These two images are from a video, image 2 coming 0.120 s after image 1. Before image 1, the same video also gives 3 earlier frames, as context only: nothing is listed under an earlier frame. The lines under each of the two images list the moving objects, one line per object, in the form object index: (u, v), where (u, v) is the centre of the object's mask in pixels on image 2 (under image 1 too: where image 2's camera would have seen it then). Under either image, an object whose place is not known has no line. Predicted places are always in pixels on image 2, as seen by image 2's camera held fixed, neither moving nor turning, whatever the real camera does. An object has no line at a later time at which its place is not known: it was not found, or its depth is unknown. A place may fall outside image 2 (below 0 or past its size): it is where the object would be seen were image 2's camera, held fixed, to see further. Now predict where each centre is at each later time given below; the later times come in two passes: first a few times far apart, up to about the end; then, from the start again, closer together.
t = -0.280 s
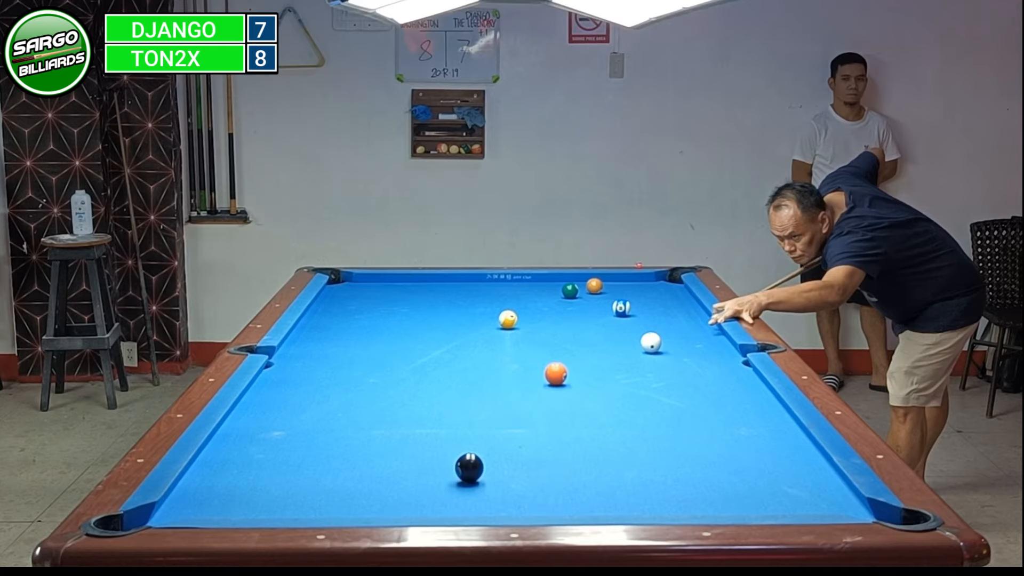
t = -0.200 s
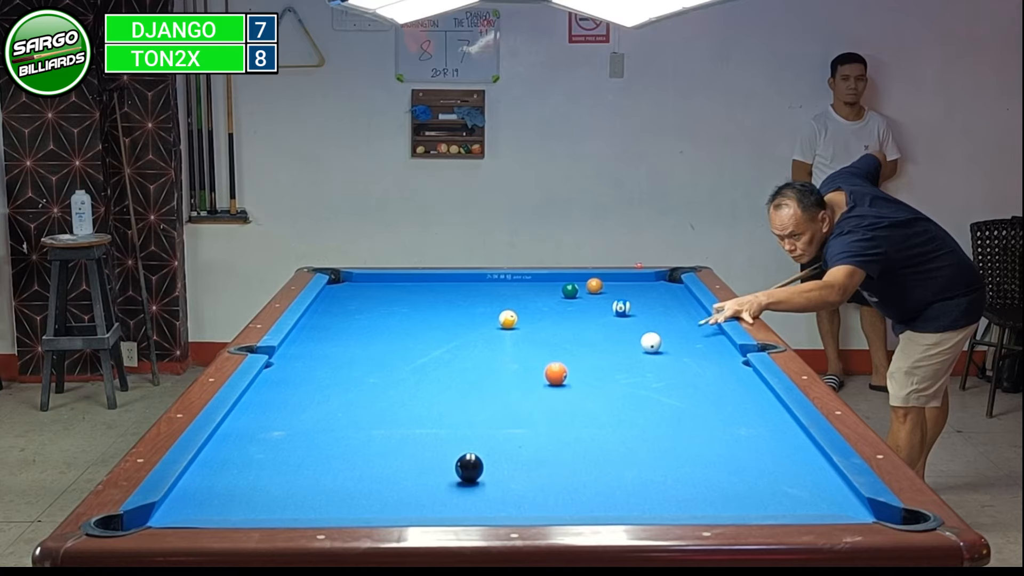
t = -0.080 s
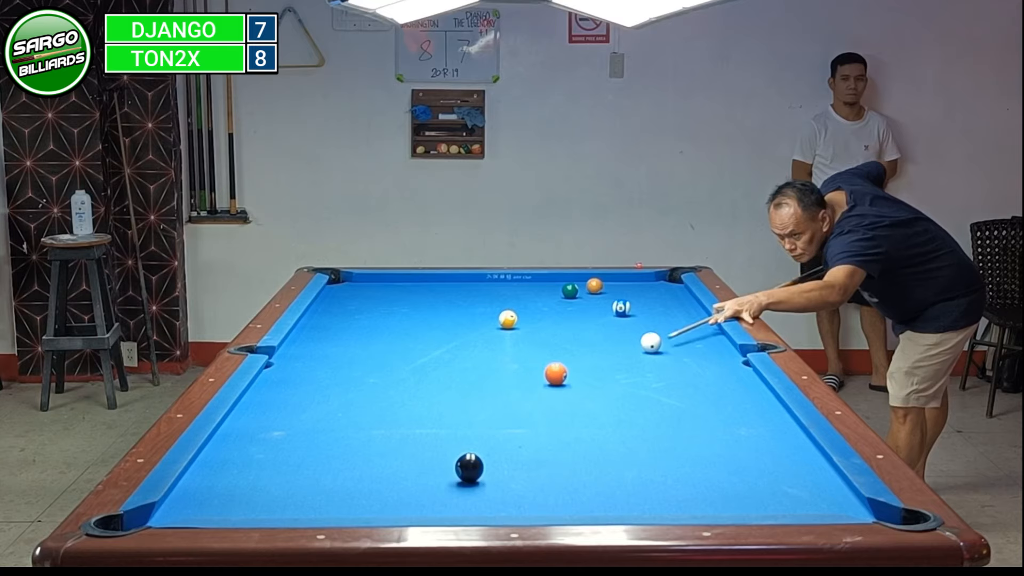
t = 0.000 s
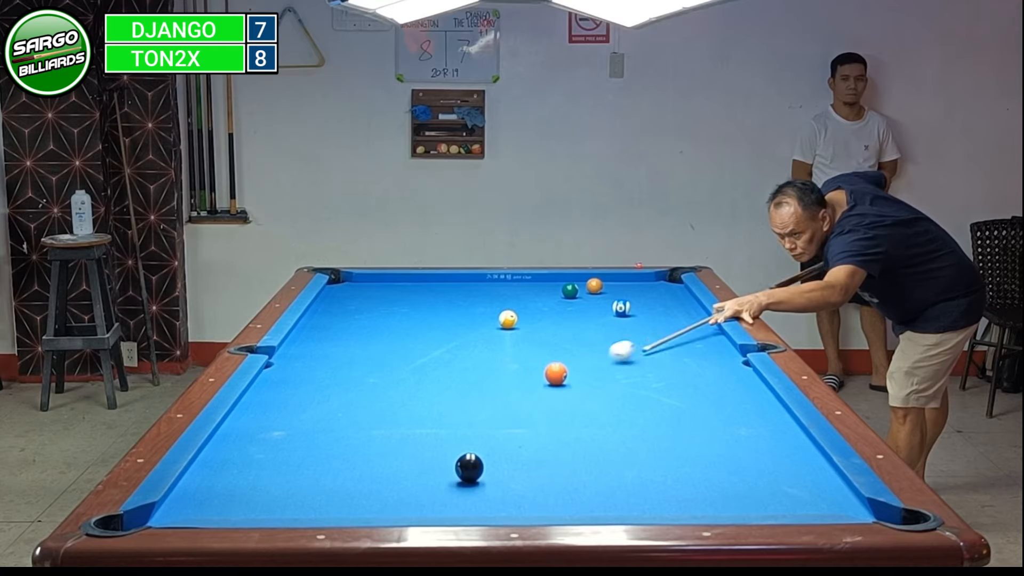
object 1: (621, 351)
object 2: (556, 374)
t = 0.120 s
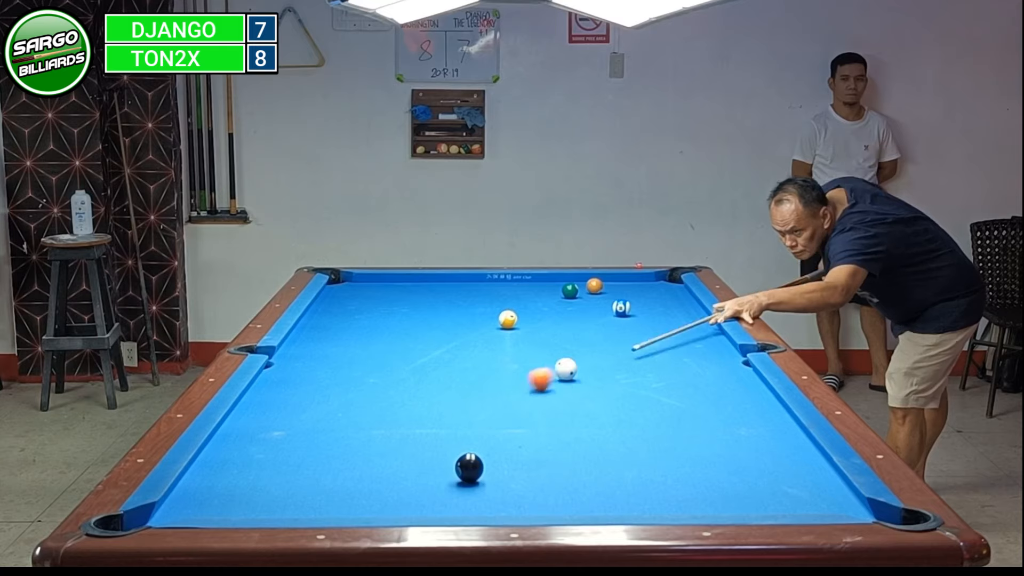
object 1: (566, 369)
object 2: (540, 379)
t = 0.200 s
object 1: (562, 368)
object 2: (493, 397)
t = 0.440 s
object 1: (552, 367)
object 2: (359, 448)
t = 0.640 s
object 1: (546, 366)
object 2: (223, 499)
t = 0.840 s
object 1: (540, 365)
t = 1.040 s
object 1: (536, 365)
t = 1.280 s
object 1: (532, 364)
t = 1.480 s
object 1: (530, 364)
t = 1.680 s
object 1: (530, 364)
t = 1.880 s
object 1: (530, 364)
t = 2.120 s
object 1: (530, 364)
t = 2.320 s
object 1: (530, 364)
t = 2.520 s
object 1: (530, 364)
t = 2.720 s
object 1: (530, 364)
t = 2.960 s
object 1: (530, 364)
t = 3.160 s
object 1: (530, 364)
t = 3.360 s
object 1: (530, 364)
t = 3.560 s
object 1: (530, 364)
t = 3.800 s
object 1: (530, 364)
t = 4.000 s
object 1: (530, 364)
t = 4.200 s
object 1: (530, 364)
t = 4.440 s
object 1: (530, 364)
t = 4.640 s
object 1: (530, 364)
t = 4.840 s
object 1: (530, 364)
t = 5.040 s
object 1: (528, 363)
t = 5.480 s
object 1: (530, 364)
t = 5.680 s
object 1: (530, 364)
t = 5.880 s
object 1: (530, 364)
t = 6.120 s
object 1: (530, 364)
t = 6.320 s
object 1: (530, 364)
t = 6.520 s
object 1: (530, 364)
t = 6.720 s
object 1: (530, 364)
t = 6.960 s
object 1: (530, 364)
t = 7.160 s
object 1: (530, 364)
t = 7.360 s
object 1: (530, 364)
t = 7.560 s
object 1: (530, 364)
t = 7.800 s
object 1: (530, 364)
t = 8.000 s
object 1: (530, 364)
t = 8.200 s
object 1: (530, 364)
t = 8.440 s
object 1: (530, 364)
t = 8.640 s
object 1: (530, 364)
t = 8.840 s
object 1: (530, 364)
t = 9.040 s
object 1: (530, 364)
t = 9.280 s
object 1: (530, 364)
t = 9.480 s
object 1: (530, 364)
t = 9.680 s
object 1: (530, 364)
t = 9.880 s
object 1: (530, 364)
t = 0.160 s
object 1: (564, 369)
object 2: (522, 386)
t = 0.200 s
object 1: (562, 368)
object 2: (493, 397)
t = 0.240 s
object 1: (560, 368)
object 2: (474, 404)
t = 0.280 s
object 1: (559, 368)
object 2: (455, 411)
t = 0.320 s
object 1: (557, 368)
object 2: (427, 422)
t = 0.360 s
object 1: (556, 368)
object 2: (408, 429)
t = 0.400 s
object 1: (554, 367)
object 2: (389, 437)
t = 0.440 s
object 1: (552, 367)
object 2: (359, 448)
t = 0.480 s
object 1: (551, 367)
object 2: (339, 456)
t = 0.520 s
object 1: (549, 367)
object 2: (306, 468)
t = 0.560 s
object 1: (548, 367)
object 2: (283, 477)
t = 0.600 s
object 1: (547, 366)
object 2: (260, 485)
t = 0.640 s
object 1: (546, 366)
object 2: (223, 499)
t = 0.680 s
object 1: (545, 366)
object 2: (197, 505)
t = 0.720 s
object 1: (544, 366)
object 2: (169, 513)
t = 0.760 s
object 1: (542, 366)
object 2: (128, 526)
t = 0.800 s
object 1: (541, 366)
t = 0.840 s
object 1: (540, 365)
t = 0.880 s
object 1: (539, 365)
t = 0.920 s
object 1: (538, 365)
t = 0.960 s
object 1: (538, 365)
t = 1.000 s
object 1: (537, 365)
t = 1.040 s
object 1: (536, 365)
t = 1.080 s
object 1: (535, 365)
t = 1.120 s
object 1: (535, 365)
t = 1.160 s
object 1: (534, 364)
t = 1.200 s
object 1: (533, 364)
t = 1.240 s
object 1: (533, 364)
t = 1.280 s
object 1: (532, 364)
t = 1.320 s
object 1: (532, 364)
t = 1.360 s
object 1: (532, 364)
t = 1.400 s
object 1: (531, 364)
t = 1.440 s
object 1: (531, 364)
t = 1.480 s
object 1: (530, 364)
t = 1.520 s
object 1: (530, 364)
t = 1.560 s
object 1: (530, 364)
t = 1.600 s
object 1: (530, 364)
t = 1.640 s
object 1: (530, 364)
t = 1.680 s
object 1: (530, 364)
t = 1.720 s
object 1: (530, 364)
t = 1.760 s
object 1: (530, 364)
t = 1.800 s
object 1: (530, 364)
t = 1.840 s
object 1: (530, 364)
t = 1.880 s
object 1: (530, 364)
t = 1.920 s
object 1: (530, 364)
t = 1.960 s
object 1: (530, 364)
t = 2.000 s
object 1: (530, 364)
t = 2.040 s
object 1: (530, 364)
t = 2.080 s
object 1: (530, 364)
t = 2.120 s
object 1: (530, 364)
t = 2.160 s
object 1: (530, 364)
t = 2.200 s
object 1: (530, 364)
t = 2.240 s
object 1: (530, 364)
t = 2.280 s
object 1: (530, 364)
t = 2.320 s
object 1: (530, 364)
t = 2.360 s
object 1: (530, 364)
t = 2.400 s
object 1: (530, 364)
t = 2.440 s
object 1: (530, 364)
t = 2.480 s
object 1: (530, 364)
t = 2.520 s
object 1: (530, 364)
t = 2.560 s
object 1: (530, 364)
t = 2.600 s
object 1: (530, 364)
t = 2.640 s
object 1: (530, 364)
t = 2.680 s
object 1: (530, 364)
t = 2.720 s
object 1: (530, 364)
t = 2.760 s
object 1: (530, 364)
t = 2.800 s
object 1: (530, 364)
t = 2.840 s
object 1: (530, 364)
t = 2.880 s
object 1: (530, 364)
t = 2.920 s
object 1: (530, 364)
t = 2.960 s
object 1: (530, 364)
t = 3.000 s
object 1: (530, 364)
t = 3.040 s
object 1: (530, 364)
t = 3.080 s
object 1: (530, 364)
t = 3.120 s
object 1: (530, 364)
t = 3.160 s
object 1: (530, 364)
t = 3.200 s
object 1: (530, 364)
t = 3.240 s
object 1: (530, 364)
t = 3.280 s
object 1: (530, 364)
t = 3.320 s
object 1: (530, 364)
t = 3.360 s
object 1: (530, 364)
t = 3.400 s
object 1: (530, 364)
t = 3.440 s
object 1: (530, 364)
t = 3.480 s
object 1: (530, 364)
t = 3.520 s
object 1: (530, 364)
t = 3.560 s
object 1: (530, 364)
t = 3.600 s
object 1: (530, 364)
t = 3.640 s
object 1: (530, 364)
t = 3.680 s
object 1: (530, 364)
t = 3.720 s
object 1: (530, 364)
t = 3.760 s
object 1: (530, 364)
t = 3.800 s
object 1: (530, 364)
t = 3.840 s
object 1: (530, 364)
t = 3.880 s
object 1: (530, 364)
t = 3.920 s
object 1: (530, 364)
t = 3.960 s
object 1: (530, 364)
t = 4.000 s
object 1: (530, 364)
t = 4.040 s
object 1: (530, 364)
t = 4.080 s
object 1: (530, 364)
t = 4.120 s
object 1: (530, 364)
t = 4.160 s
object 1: (530, 364)
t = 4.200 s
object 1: (530, 364)
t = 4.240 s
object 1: (530, 364)
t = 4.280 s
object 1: (530, 364)
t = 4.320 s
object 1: (530, 364)
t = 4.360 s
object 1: (530, 364)
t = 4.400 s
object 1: (530, 364)
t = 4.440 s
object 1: (530, 364)
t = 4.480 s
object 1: (530, 364)
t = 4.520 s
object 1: (530, 364)
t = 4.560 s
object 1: (530, 364)
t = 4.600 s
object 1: (530, 364)
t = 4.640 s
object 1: (530, 364)
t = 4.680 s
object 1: (530, 364)
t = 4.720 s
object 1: (530, 364)
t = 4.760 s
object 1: (530, 364)
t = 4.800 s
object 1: (529, 364)
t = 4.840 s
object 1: (530, 364)
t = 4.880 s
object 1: (530, 364)
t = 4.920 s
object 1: (530, 364)
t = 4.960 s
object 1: (530, 364)
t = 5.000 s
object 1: (530, 364)
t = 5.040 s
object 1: (528, 363)
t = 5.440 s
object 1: (536, 362)
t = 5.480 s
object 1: (530, 364)
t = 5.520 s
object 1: (530, 364)
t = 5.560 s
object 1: (530, 364)
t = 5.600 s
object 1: (530, 364)
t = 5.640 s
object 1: (530, 364)
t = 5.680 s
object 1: (530, 364)
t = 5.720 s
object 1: (530, 364)
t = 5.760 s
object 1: (530, 364)
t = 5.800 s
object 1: (530, 364)
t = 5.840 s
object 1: (530, 364)
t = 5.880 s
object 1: (530, 364)
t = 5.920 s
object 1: (530, 364)
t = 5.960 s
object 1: (530, 364)
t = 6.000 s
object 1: (530, 364)
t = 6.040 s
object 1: (530, 364)
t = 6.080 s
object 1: (530, 364)
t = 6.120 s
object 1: (530, 364)
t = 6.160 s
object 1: (530, 364)
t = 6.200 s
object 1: (530, 364)
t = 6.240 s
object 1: (530, 364)
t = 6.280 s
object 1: (530, 364)
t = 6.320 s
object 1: (530, 364)
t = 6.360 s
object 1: (530, 364)
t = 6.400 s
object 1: (530, 364)
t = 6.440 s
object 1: (530, 364)
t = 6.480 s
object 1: (530, 364)
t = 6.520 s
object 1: (530, 364)
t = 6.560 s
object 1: (530, 364)
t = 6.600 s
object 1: (530, 364)
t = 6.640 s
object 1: (530, 364)
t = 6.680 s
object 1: (530, 364)
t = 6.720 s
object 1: (530, 364)
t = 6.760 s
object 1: (530, 364)
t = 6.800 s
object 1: (530, 364)
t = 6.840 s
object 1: (530, 364)
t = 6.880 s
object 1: (530, 364)
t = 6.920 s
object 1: (530, 364)
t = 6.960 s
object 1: (530, 364)
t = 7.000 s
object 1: (530, 364)
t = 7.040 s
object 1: (530, 364)
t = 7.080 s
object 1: (530, 364)
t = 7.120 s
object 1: (530, 364)
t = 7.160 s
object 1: (530, 364)
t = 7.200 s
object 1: (530, 364)
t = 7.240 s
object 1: (530, 364)
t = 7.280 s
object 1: (530, 364)
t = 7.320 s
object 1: (530, 364)
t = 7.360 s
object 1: (530, 364)
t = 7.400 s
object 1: (530, 364)
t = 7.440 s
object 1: (530, 364)
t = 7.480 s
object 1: (530, 364)
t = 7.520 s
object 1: (530, 364)
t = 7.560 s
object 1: (530, 364)
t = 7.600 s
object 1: (530, 364)
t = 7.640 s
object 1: (530, 364)
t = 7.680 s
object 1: (530, 364)
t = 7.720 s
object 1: (530, 364)
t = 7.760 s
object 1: (530, 364)
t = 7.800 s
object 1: (530, 364)
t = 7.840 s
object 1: (530, 364)
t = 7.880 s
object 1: (530, 364)
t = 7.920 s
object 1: (530, 364)
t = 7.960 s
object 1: (530, 364)
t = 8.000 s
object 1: (530, 364)
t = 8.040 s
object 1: (530, 364)
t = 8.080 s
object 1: (530, 364)
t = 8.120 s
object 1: (530, 364)
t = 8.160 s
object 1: (530, 364)
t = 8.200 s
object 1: (530, 364)
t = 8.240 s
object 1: (530, 364)
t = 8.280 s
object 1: (530, 364)
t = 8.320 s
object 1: (530, 364)
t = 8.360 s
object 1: (530, 364)
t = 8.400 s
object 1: (530, 364)
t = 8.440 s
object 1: (530, 364)
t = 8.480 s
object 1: (530, 364)
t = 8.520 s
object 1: (530, 364)
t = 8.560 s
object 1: (530, 364)
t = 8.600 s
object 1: (530, 364)
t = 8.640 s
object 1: (530, 364)
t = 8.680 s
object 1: (530, 364)
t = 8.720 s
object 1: (530, 364)
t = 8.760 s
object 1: (530, 364)
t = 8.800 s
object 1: (530, 364)
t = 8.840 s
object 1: (530, 364)
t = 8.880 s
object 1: (530, 364)
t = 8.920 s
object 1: (530, 364)
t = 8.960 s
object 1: (530, 364)
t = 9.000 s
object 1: (530, 364)
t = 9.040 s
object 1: (530, 364)
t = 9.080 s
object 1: (530, 364)
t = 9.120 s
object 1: (530, 364)
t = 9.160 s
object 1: (530, 364)
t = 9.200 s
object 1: (530, 364)
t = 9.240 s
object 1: (530, 364)
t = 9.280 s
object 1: (530, 364)
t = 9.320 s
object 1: (530, 364)
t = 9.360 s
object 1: (530, 364)
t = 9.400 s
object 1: (530, 364)
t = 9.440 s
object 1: (530, 364)
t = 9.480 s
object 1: (530, 364)
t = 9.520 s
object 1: (530, 364)
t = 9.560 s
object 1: (530, 364)
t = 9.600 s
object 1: (530, 364)
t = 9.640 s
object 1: (530, 364)
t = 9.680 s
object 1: (530, 364)
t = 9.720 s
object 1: (530, 364)
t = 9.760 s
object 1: (530, 364)
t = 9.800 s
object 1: (530, 364)
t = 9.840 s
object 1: (530, 364)
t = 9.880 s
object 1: (530, 364)
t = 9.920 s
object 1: (530, 364)
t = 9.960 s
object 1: (530, 364)
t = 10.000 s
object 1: (530, 364)
